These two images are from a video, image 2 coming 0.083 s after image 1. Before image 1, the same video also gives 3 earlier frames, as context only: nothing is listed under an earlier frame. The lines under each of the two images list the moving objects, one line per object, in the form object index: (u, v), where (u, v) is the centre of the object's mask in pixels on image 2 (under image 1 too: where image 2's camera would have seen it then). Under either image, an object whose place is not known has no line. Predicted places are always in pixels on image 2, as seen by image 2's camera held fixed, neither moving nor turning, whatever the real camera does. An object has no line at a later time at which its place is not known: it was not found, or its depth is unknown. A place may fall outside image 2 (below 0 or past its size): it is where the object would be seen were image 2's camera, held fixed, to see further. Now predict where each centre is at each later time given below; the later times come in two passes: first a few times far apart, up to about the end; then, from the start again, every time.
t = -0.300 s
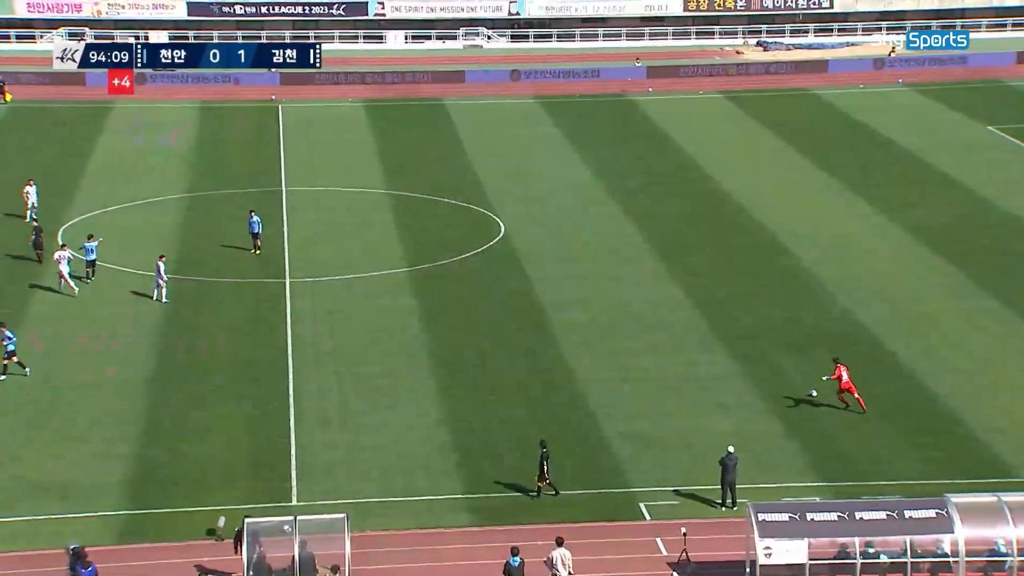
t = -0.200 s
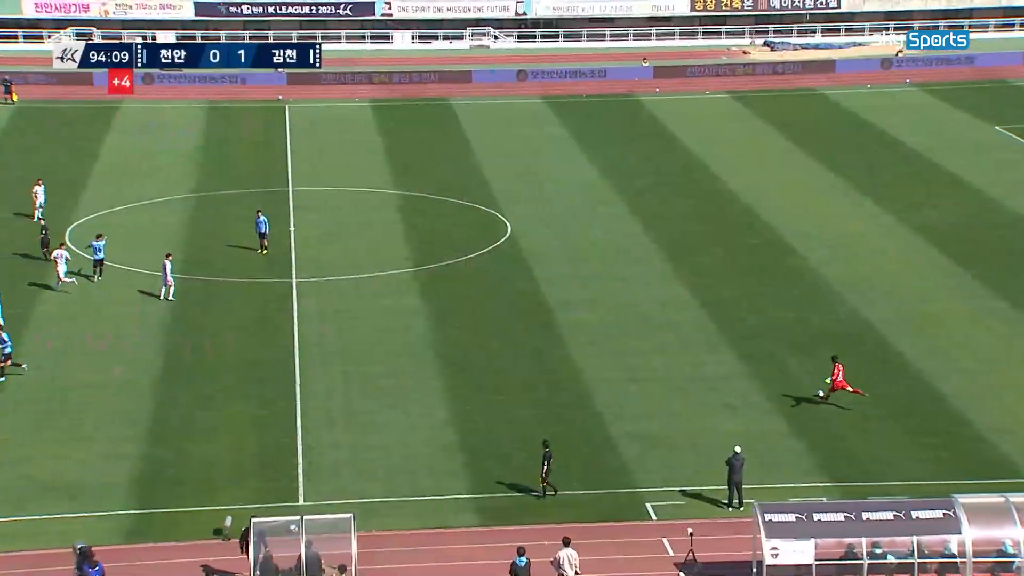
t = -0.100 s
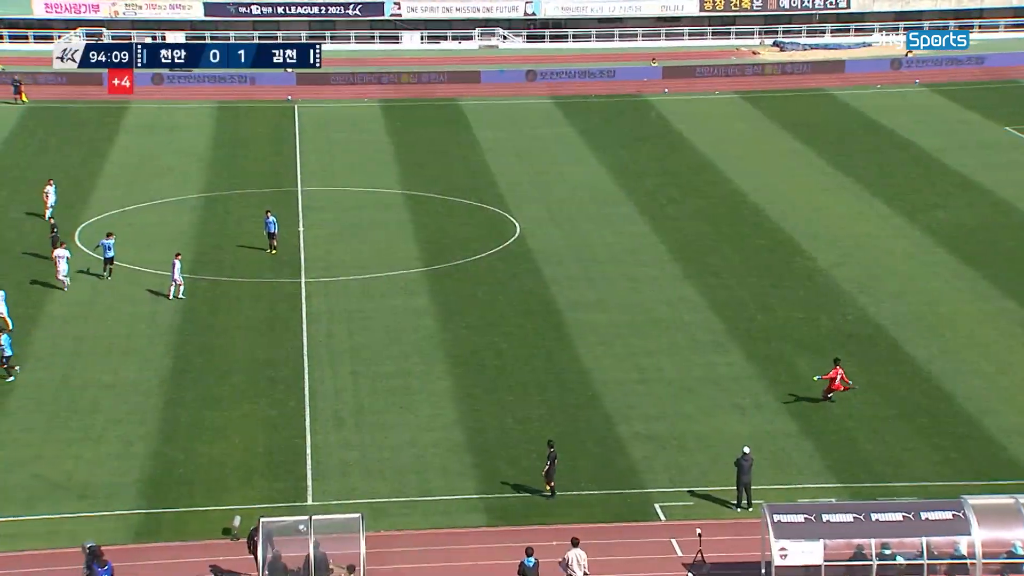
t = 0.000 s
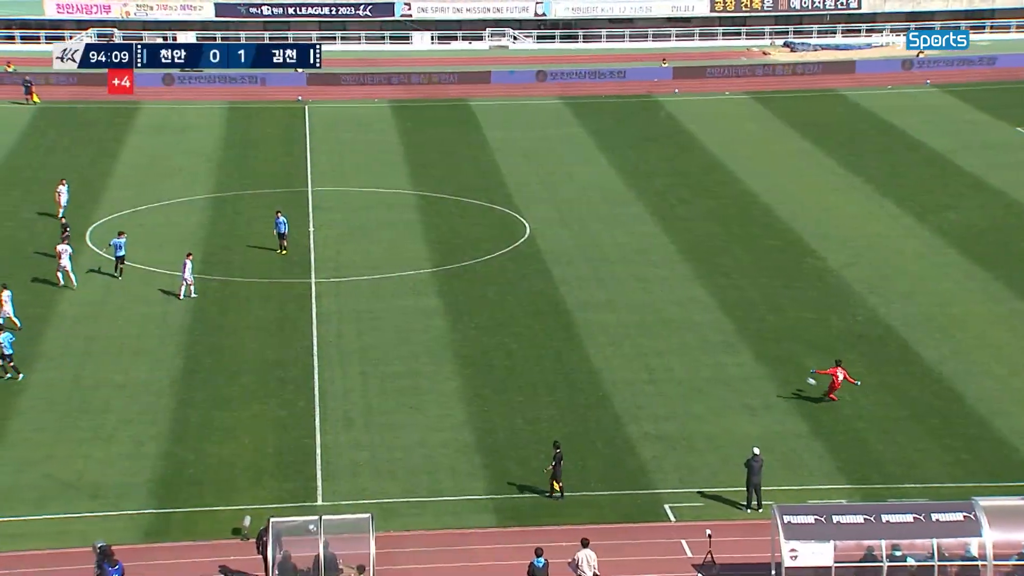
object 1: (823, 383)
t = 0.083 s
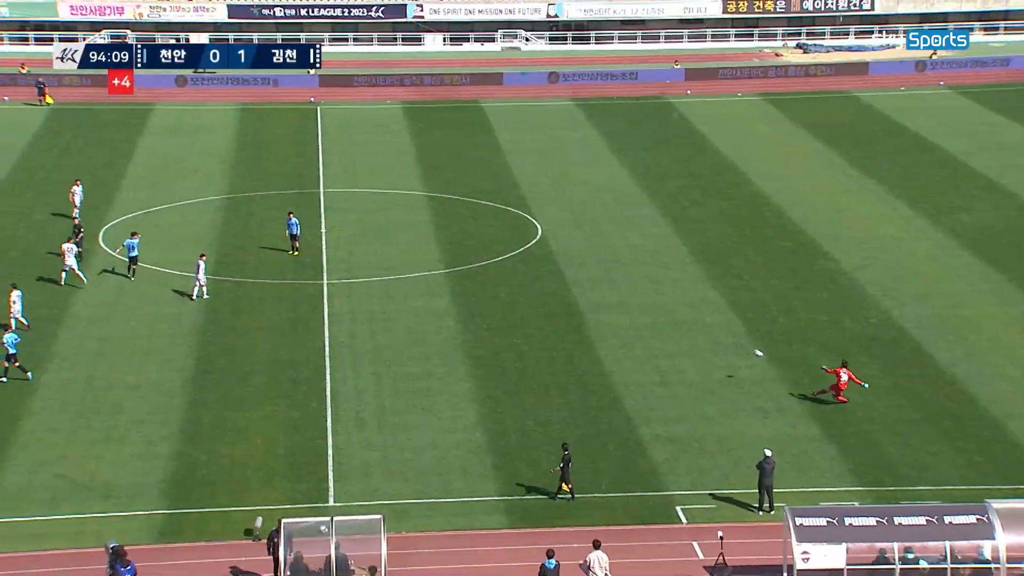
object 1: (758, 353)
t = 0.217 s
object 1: (666, 311)
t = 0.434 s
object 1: (543, 252)
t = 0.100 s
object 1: (746, 348)
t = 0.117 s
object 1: (734, 342)
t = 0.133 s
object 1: (722, 336)
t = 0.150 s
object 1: (710, 331)
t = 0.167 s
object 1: (698, 326)
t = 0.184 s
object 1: (688, 320)
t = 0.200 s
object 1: (677, 315)
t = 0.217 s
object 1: (666, 311)
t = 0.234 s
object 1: (655, 305)
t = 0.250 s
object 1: (645, 301)
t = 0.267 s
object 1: (635, 295)
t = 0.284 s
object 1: (625, 291)
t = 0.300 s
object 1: (615, 286)
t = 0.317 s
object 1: (606, 282)
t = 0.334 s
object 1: (596, 277)
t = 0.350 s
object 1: (587, 272)
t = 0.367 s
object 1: (578, 268)
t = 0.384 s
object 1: (569, 264)
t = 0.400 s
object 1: (560, 259)
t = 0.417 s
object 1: (551, 256)
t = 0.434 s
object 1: (543, 252)
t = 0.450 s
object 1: (534, 247)
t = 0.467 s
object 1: (526, 244)
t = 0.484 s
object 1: (518, 240)
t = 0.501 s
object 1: (510, 236)
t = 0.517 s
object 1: (502, 232)
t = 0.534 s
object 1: (494, 229)
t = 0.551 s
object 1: (486, 225)
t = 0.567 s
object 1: (478, 221)
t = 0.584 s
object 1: (471, 217)
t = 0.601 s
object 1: (464, 215)
